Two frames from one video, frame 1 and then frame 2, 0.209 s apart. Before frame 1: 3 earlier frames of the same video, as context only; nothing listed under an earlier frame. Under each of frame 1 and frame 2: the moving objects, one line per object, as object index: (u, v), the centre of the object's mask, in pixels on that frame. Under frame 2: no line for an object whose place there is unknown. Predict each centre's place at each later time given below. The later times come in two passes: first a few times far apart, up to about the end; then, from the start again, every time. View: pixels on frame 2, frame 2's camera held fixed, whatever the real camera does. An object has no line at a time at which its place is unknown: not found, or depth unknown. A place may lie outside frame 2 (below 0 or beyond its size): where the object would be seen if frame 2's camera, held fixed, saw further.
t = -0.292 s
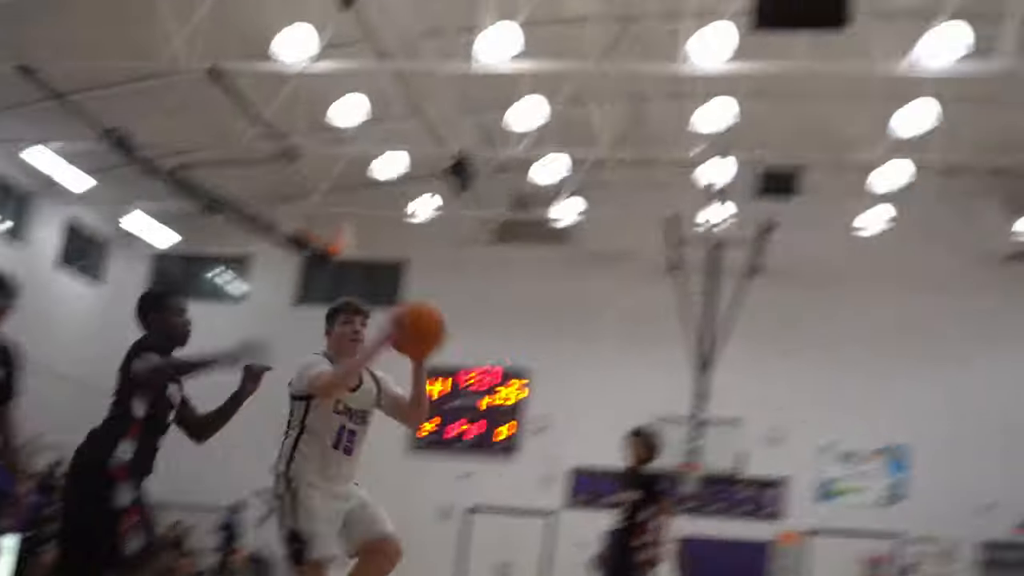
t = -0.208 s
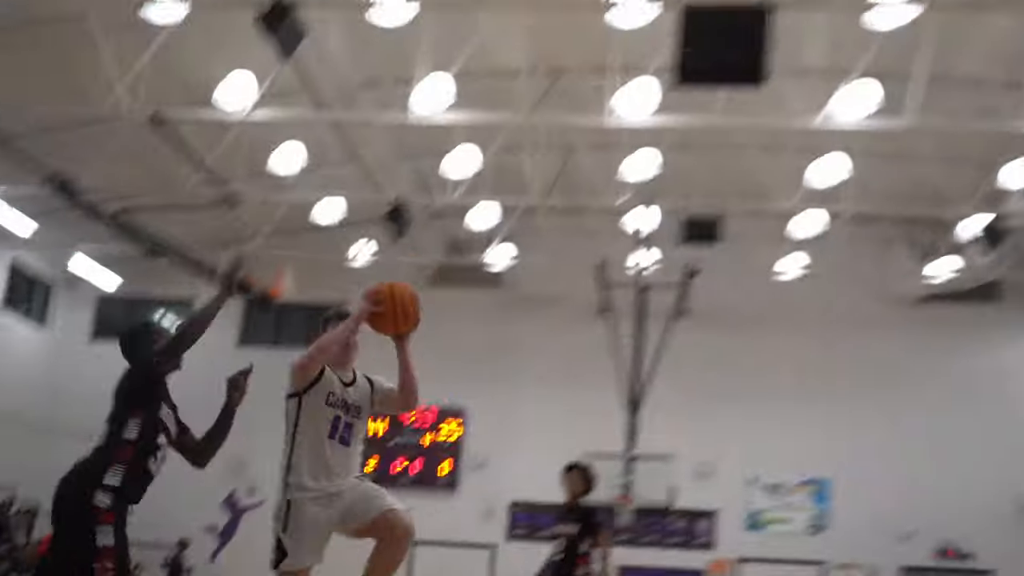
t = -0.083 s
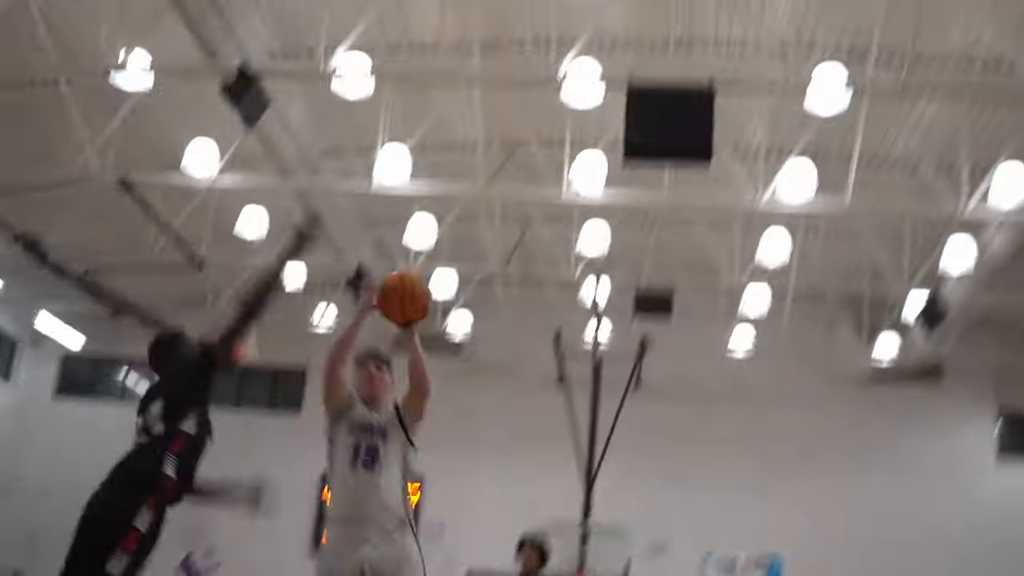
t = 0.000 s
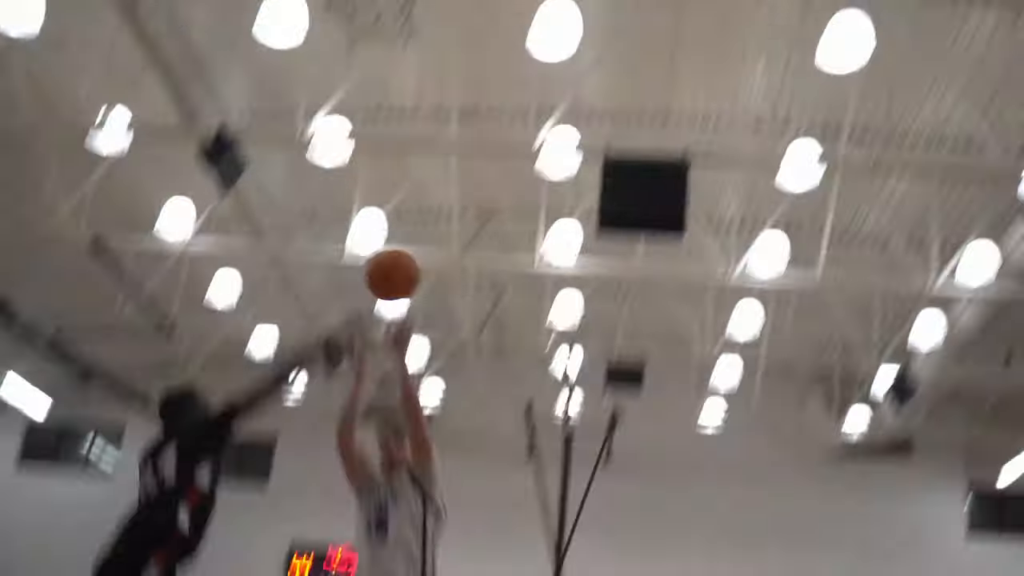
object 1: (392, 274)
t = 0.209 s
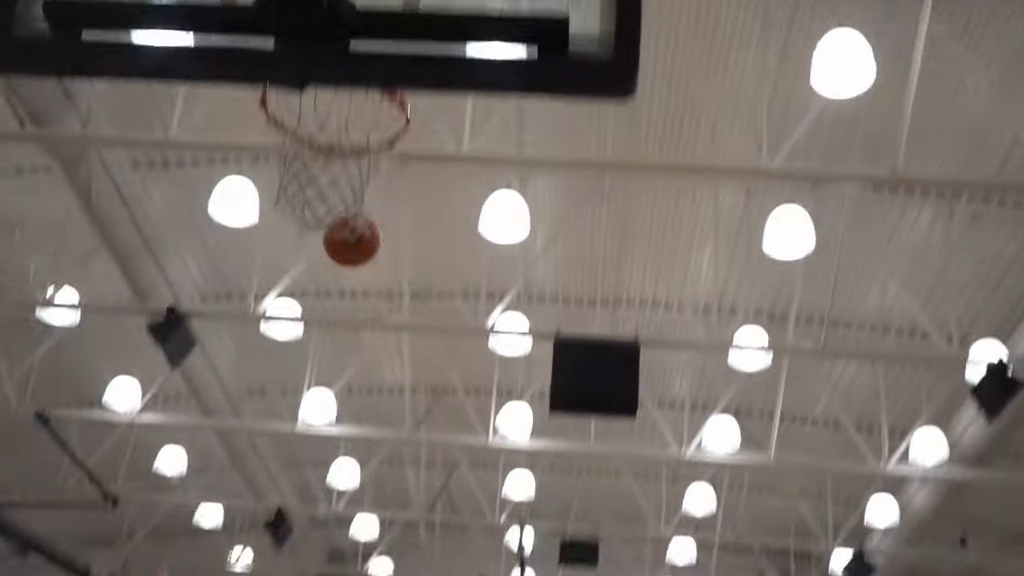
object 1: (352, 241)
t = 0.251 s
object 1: (352, 206)
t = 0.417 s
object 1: (347, 107)
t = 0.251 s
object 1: (352, 206)
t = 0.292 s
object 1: (351, 175)
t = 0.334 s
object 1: (350, 147)
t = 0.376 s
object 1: (349, 121)
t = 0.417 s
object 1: (347, 107)
